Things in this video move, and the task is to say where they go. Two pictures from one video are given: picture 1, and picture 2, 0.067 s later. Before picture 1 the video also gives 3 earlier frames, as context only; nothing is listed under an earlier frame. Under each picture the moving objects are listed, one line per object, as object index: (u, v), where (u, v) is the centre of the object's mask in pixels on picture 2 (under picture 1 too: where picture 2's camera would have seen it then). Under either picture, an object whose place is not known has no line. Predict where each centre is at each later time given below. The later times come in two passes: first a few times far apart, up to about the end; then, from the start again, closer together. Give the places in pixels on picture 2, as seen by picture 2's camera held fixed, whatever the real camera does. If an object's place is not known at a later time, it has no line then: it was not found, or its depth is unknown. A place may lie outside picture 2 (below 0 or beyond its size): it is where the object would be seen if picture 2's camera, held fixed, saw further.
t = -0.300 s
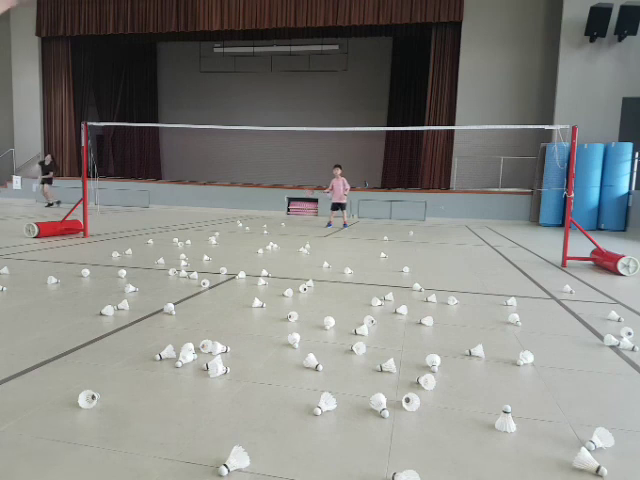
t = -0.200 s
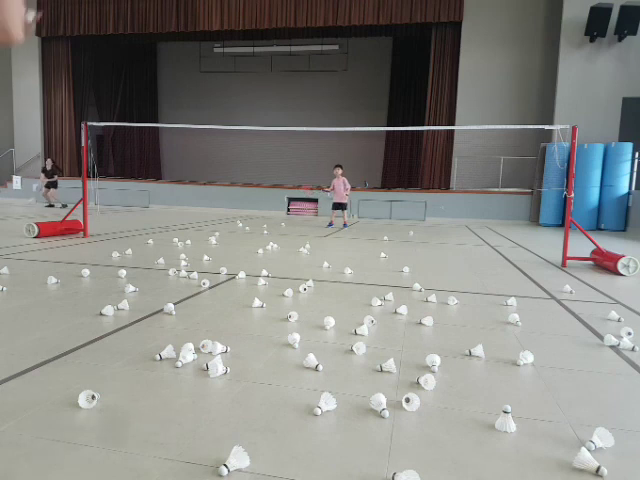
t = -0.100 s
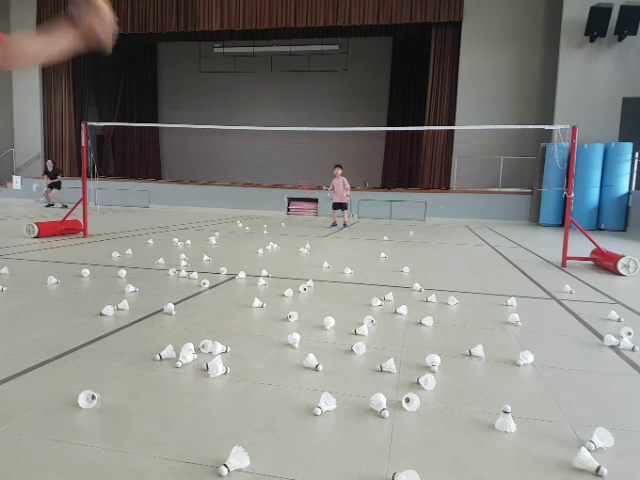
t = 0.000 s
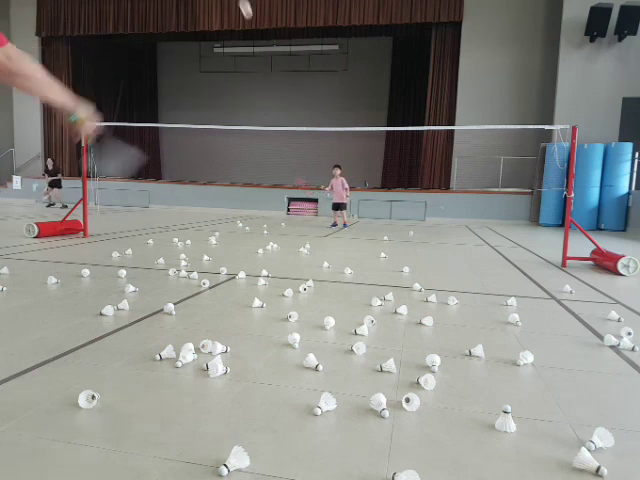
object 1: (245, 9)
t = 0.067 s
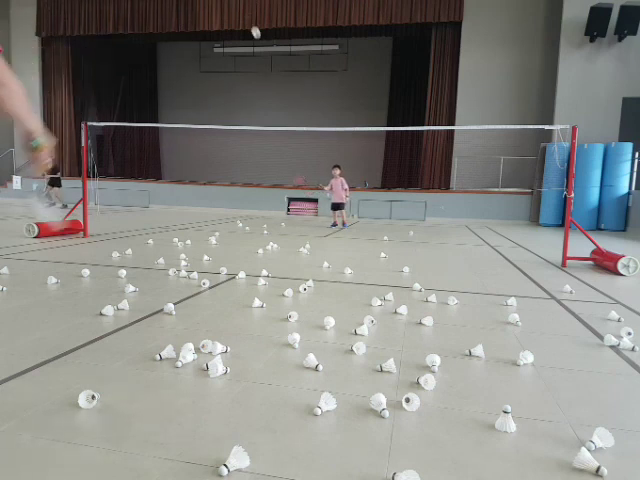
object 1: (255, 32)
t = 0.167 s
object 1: (263, 54)
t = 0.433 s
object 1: (270, 99)
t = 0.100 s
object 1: (259, 40)
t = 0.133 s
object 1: (261, 47)
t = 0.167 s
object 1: (263, 54)
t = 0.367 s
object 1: (269, 87)
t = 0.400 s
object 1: (270, 93)
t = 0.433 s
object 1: (270, 99)
